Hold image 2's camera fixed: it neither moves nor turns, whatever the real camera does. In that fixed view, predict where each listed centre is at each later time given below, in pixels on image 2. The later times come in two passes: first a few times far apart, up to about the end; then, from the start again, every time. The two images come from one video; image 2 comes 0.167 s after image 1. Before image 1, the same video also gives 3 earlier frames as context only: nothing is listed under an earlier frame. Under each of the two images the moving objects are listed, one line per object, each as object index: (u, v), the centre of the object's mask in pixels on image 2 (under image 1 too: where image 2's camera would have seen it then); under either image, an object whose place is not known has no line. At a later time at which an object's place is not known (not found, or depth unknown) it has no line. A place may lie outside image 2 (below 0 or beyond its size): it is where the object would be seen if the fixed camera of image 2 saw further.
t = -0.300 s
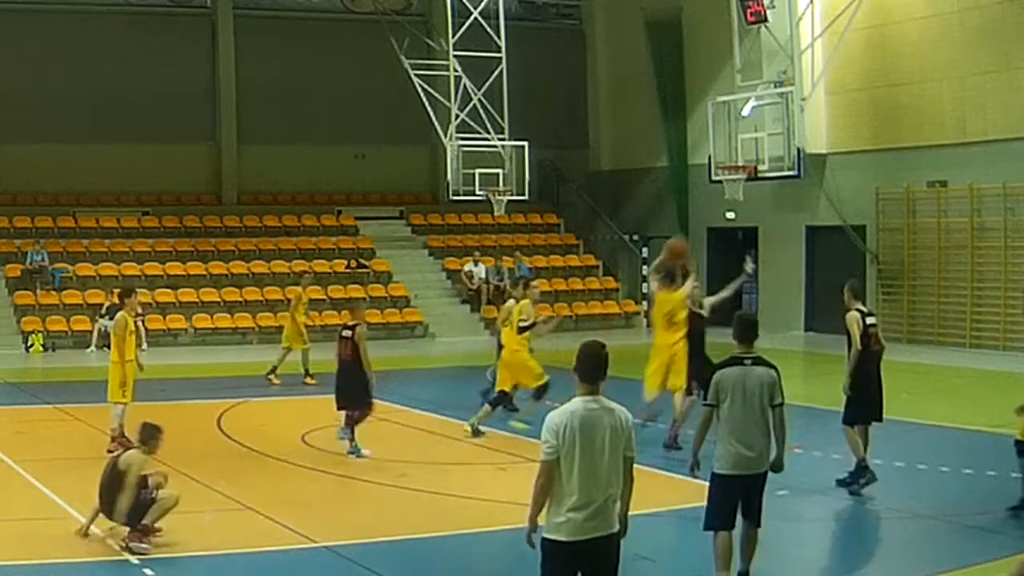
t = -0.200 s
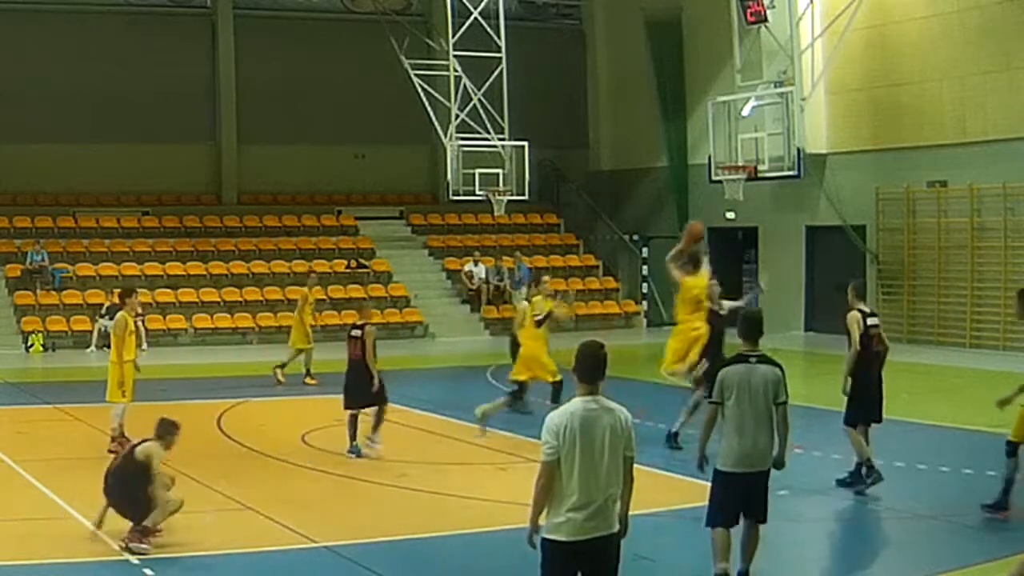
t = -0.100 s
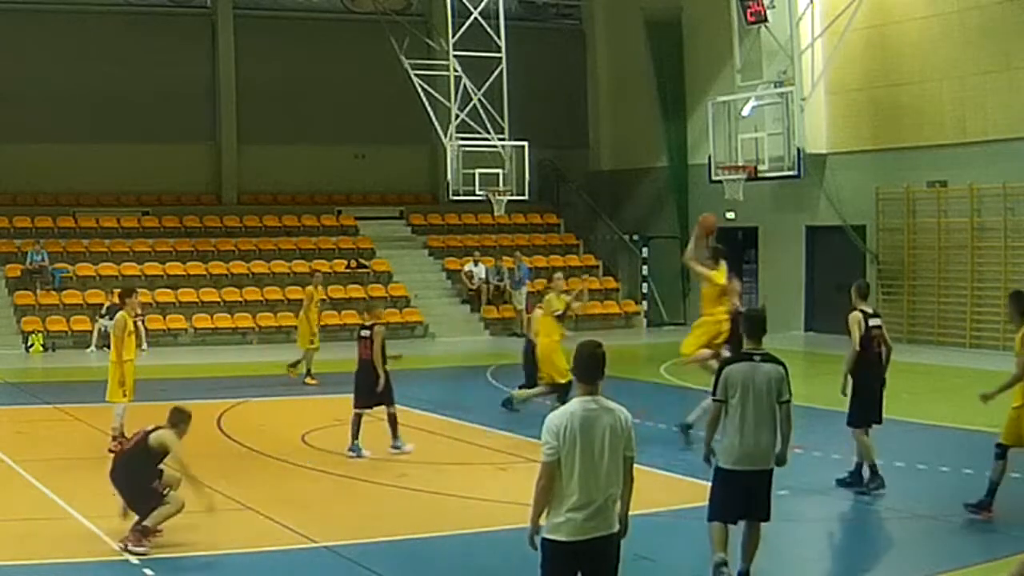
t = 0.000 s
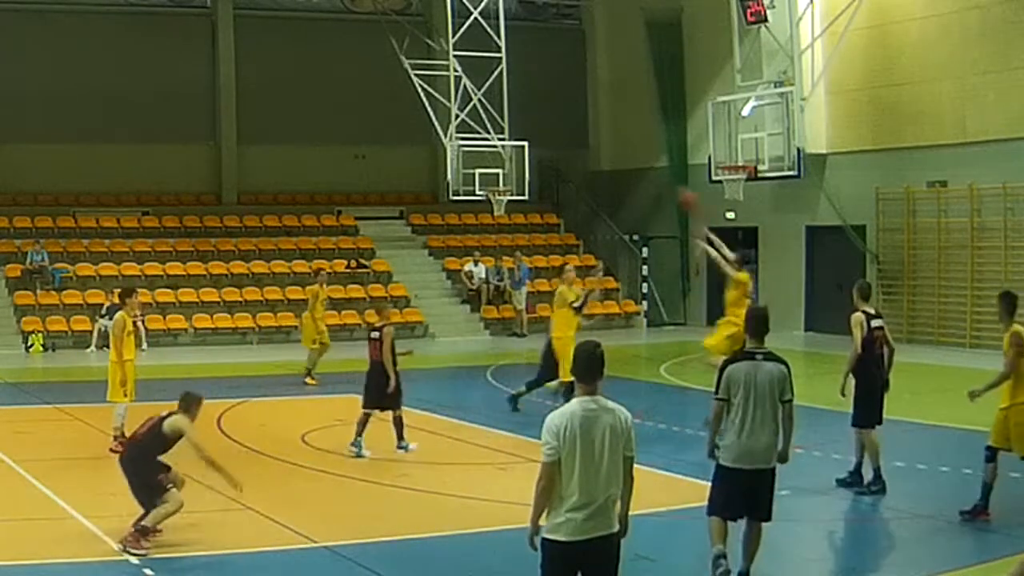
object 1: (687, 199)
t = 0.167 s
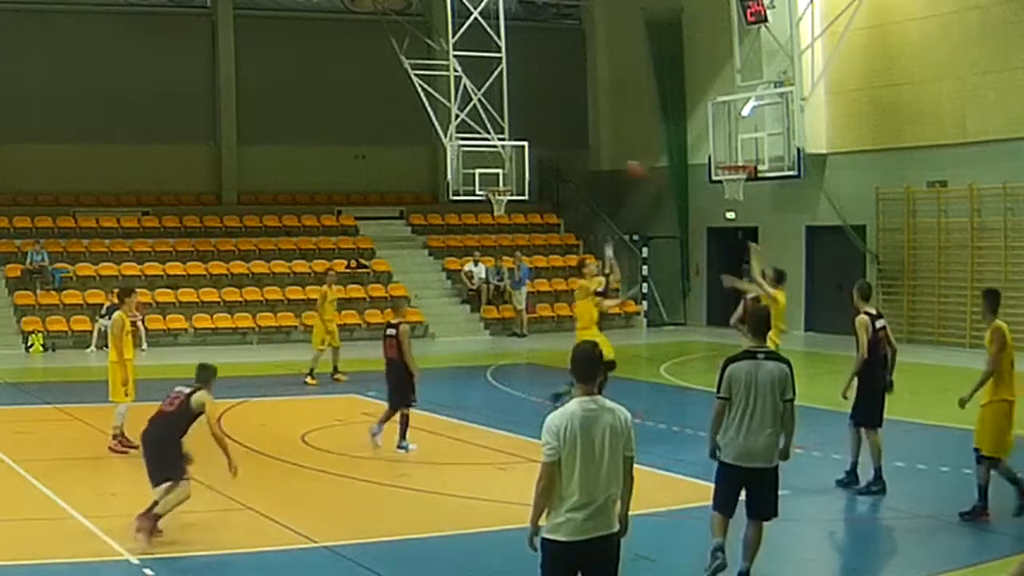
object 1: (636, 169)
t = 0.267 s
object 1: (606, 166)
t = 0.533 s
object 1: (541, 194)
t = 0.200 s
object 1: (626, 167)
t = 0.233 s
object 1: (615, 166)
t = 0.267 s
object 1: (606, 166)
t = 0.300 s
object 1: (599, 166)
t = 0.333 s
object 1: (589, 168)
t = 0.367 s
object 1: (580, 170)
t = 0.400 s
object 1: (572, 173)
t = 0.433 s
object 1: (564, 177)
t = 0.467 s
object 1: (556, 182)
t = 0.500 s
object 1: (548, 188)
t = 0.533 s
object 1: (541, 194)
